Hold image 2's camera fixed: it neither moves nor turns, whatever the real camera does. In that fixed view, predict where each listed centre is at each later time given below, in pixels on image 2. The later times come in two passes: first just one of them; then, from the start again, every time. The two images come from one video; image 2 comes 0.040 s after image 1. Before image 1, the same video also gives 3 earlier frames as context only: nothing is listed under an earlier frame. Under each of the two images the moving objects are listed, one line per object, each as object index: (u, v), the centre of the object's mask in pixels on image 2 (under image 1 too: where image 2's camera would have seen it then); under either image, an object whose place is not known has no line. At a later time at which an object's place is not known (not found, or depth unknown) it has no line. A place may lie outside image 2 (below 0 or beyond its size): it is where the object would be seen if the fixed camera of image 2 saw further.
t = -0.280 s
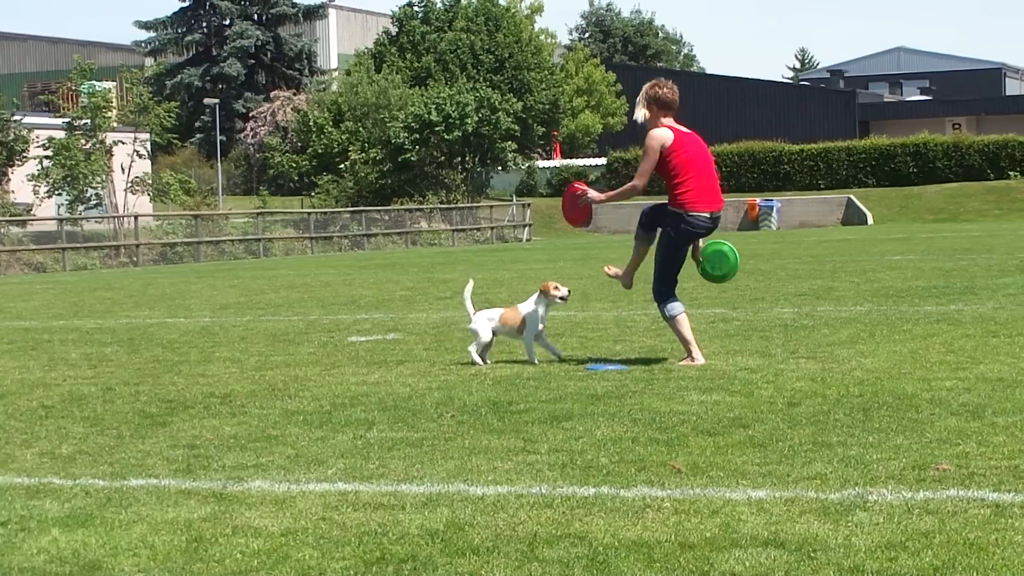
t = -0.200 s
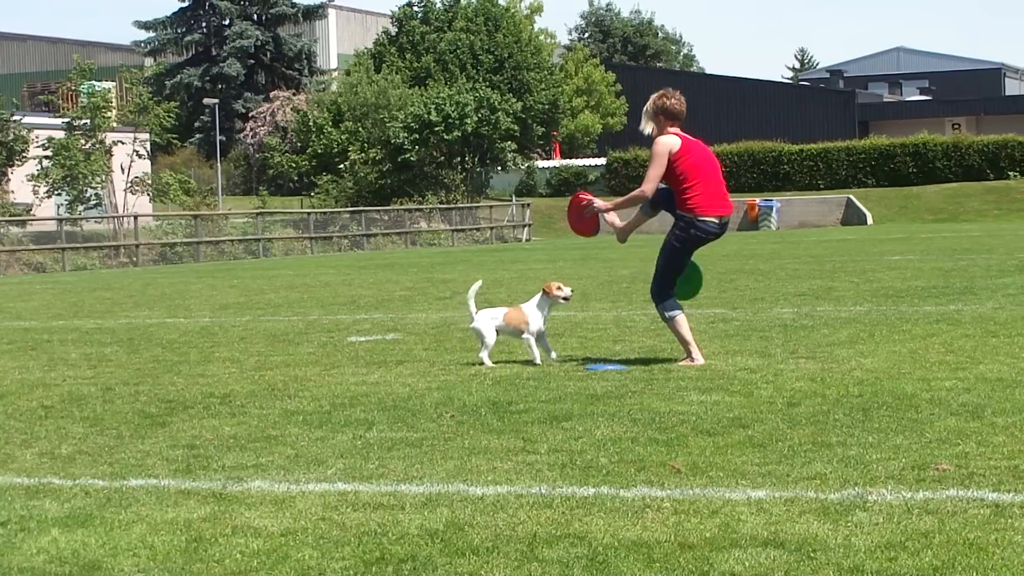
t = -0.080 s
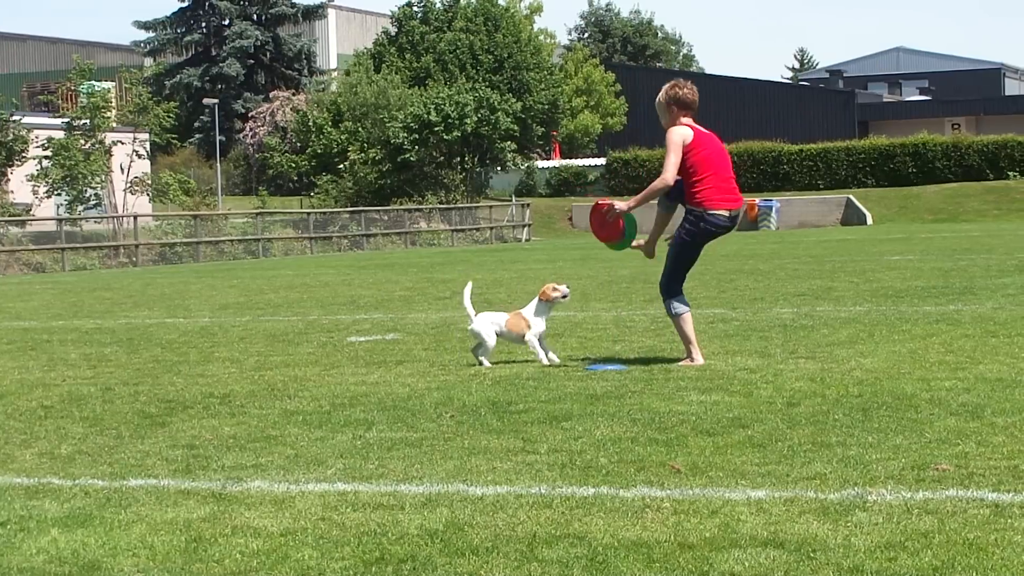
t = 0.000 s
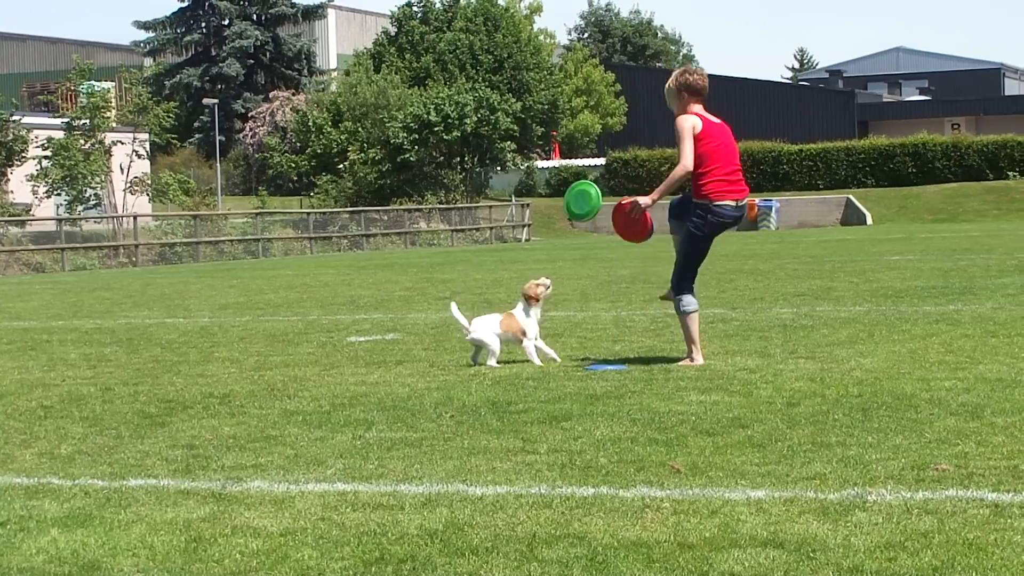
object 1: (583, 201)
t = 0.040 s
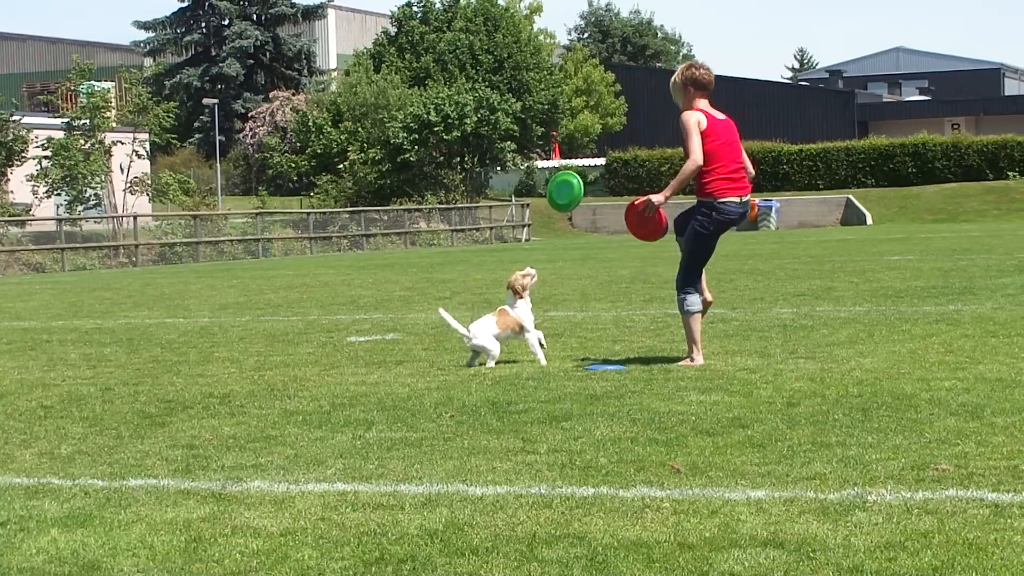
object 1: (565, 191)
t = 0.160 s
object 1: (514, 179)
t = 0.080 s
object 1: (547, 184)
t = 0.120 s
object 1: (530, 180)
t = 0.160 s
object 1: (514, 179)
